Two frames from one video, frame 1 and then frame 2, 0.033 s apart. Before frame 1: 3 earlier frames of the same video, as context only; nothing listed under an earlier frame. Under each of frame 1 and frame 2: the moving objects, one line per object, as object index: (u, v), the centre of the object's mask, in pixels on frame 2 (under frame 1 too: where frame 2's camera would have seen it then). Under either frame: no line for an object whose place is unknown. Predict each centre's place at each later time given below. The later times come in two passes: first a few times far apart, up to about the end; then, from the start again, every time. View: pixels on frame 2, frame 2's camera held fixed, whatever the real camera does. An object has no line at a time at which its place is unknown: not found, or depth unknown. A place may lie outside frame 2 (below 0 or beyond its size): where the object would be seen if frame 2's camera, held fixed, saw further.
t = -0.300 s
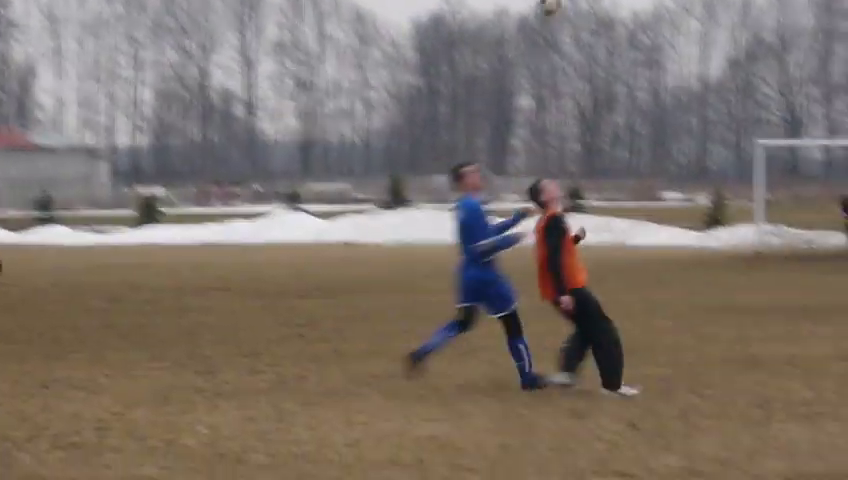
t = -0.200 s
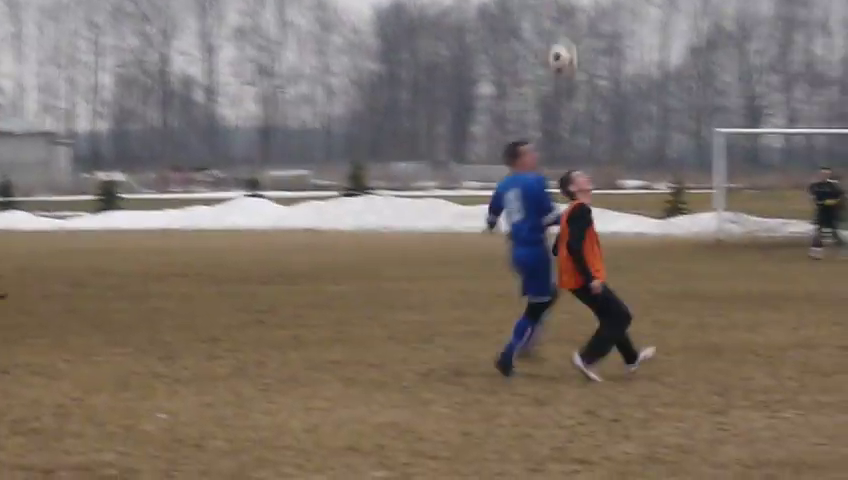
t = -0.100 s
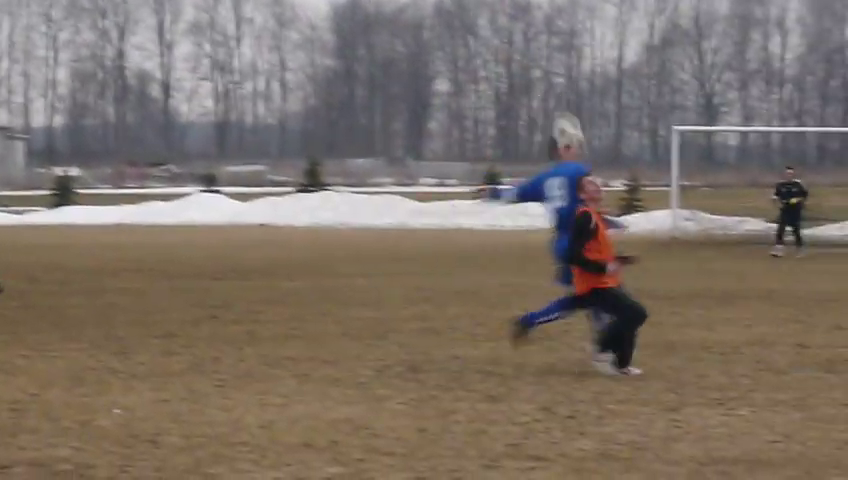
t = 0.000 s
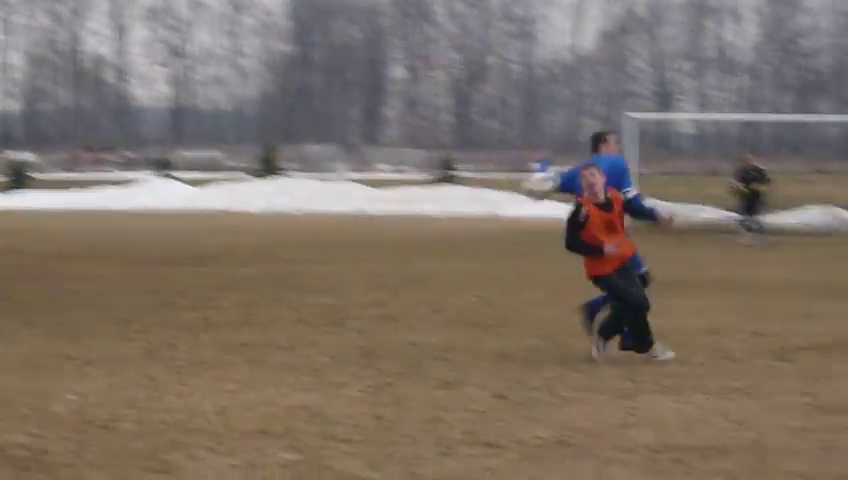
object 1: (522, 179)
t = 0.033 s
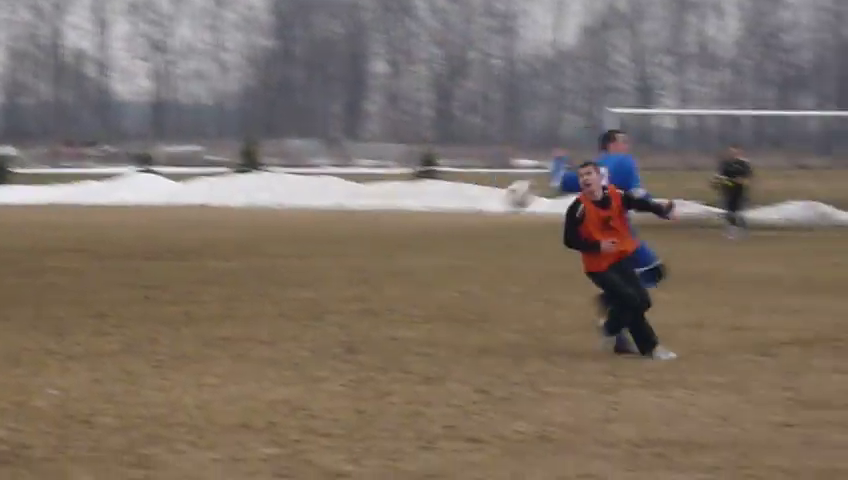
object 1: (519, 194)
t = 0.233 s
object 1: (494, 312)
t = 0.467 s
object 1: (517, 270)
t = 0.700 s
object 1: (552, 241)
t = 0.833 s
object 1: (573, 255)
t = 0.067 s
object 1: (511, 215)
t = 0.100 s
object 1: (510, 226)
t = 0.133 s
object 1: (505, 248)
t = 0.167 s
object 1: (502, 268)
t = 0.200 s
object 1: (496, 288)
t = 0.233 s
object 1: (494, 312)
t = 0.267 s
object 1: (492, 337)
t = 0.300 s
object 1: (492, 340)
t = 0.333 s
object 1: (497, 325)
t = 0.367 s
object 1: (502, 309)
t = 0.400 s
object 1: (506, 295)
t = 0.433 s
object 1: (510, 283)
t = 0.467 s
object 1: (517, 270)
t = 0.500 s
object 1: (522, 261)
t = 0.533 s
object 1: (527, 255)
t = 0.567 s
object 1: (532, 249)
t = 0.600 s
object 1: (537, 245)
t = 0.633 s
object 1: (542, 242)
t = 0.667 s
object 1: (547, 241)
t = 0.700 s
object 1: (552, 241)
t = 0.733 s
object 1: (558, 242)
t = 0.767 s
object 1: (563, 245)
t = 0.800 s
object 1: (568, 250)
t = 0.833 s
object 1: (573, 255)
